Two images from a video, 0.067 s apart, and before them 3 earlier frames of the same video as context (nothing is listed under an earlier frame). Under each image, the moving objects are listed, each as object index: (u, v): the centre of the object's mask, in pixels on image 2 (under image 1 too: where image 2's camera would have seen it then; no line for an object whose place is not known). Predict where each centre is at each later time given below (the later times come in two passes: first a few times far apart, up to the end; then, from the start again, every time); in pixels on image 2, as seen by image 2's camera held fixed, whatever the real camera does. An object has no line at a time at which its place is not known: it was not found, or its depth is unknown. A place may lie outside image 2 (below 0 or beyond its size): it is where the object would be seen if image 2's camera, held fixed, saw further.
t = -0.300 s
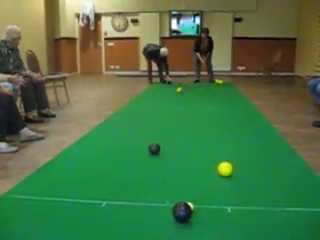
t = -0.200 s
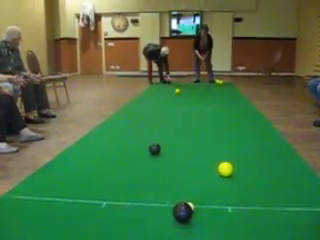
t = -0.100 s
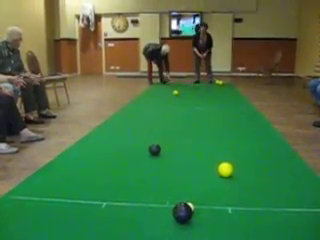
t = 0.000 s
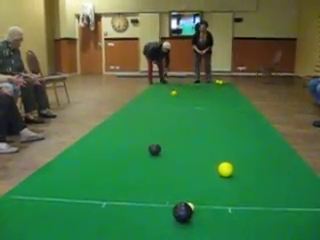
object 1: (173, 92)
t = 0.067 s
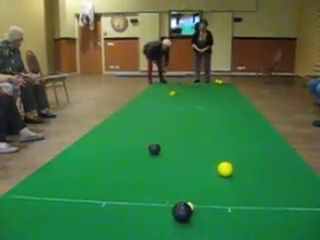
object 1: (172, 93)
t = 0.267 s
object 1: (169, 95)
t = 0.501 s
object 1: (165, 99)
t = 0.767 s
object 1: (161, 102)
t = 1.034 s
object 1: (157, 106)
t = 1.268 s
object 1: (154, 109)
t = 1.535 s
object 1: (151, 114)
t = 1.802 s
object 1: (148, 119)
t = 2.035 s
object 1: (146, 124)
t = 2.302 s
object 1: (144, 129)
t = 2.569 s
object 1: (143, 135)
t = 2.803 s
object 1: (143, 141)
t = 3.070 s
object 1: (141, 148)
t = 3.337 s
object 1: (135, 155)
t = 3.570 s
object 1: (130, 160)
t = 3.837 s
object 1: (125, 166)
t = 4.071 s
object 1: (121, 172)
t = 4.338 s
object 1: (119, 178)
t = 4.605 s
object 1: (118, 182)
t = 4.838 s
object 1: (119, 186)
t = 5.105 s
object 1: (122, 189)
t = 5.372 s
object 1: (124, 190)
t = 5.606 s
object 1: (126, 191)
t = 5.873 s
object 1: (126, 191)
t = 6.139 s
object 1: (126, 191)
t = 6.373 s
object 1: (126, 191)
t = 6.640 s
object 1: (126, 191)
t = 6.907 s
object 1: (126, 191)
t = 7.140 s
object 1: (126, 191)
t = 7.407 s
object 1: (126, 191)
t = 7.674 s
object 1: (126, 191)
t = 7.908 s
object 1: (126, 191)
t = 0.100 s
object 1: (172, 93)
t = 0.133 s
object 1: (171, 94)
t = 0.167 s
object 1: (171, 94)
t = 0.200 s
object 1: (170, 95)
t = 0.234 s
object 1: (169, 96)
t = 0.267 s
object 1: (169, 95)
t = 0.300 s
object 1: (168, 96)
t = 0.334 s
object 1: (168, 97)
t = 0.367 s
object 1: (167, 97)
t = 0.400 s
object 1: (166, 97)
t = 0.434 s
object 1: (166, 98)
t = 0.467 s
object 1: (166, 98)
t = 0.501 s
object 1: (165, 99)
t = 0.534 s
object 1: (165, 99)
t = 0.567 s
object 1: (164, 99)
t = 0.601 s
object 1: (163, 100)
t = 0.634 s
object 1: (163, 101)
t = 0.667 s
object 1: (163, 101)
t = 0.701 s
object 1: (163, 101)
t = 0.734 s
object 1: (162, 102)
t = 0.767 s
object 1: (161, 102)
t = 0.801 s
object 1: (161, 103)
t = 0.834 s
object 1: (160, 103)
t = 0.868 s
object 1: (160, 103)
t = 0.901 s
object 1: (159, 104)
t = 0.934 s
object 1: (159, 104)
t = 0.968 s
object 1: (158, 104)
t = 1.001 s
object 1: (158, 105)
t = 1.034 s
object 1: (157, 106)
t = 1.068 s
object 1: (157, 106)
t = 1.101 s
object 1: (156, 106)
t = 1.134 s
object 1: (156, 107)
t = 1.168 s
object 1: (156, 108)
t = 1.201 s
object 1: (155, 108)
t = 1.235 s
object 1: (154, 109)
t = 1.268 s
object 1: (154, 109)
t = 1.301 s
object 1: (153, 110)
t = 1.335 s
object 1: (153, 110)
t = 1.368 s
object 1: (153, 111)
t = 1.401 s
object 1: (152, 111)
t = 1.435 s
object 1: (152, 112)
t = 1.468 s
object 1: (152, 113)
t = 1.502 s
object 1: (151, 113)
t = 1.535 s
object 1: (151, 114)
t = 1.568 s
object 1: (151, 114)
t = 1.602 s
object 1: (150, 115)
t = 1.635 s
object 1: (150, 115)
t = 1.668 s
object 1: (150, 116)
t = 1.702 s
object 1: (149, 117)
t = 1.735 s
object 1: (149, 117)
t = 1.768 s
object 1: (149, 118)
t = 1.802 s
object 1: (148, 119)
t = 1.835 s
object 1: (148, 120)
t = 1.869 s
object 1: (147, 120)
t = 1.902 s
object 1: (147, 121)
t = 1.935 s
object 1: (147, 121)
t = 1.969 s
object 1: (147, 122)
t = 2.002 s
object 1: (146, 123)
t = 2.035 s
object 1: (146, 124)
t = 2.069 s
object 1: (145, 124)
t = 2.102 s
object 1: (145, 125)
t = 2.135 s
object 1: (145, 125)
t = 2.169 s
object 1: (145, 126)
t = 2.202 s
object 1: (145, 127)
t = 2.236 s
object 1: (144, 128)
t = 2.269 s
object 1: (144, 128)
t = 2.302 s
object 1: (144, 129)
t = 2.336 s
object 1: (144, 130)
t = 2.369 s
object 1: (144, 130)
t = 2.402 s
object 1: (143, 131)
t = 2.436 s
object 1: (143, 132)
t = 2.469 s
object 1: (143, 133)
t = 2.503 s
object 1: (143, 133)
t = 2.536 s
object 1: (143, 135)
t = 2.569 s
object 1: (143, 135)
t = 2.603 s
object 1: (143, 136)
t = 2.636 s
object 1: (143, 137)
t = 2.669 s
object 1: (142, 138)
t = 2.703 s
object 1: (143, 138)
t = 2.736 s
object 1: (143, 140)
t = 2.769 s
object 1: (142, 140)
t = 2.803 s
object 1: (143, 141)
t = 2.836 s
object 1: (143, 142)
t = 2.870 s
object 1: (143, 143)
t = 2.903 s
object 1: (142, 144)
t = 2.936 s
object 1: (142, 144)
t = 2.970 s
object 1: (143, 146)
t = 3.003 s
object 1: (143, 146)
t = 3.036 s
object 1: (142, 147)
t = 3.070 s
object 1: (141, 148)
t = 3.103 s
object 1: (140, 149)
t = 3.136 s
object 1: (139, 149)
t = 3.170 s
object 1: (139, 150)
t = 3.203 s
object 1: (138, 151)
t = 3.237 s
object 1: (137, 152)
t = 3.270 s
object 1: (136, 153)
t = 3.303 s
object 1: (135, 154)
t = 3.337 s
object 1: (135, 155)
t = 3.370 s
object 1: (134, 155)
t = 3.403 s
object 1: (133, 156)
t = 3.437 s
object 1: (132, 157)
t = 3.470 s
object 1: (132, 158)
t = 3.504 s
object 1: (131, 159)
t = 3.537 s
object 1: (130, 159)
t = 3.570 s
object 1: (130, 160)
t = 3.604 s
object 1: (129, 161)
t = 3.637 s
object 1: (128, 162)
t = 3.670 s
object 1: (128, 162)
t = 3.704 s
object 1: (127, 163)
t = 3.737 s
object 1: (126, 164)
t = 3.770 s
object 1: (126, 165)
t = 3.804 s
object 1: (125, 166)
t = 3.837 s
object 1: (125, 166)
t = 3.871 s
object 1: (124, 167)
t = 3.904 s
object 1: (124, 168)
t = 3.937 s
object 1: (123, 169)
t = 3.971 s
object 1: (123, 170)
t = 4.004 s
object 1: (122, 170)
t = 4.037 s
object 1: (122, 171)
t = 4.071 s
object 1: (121, 172)
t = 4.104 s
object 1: (121, 173)
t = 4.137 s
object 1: (120, 173)
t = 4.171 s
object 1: (120, 174)
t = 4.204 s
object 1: (120, 175)
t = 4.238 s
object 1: (120, 175)
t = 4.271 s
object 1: (119, 176)
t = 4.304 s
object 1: (119, 177)
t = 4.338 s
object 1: (119, 178)
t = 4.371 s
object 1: (119, 178)
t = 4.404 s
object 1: (118, 179)
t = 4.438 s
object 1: (118, 179)
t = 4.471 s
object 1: (118, 180)
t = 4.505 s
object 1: (118, 181)
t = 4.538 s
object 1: (118, 181)
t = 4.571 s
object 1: (118, 182)
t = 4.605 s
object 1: (118, 182)
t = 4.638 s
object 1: (118, 183)
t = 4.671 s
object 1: (118, 184)
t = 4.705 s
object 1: (118, 184)
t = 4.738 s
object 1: (118, 185)
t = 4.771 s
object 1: (119, 185)
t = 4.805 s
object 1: (119, 186)
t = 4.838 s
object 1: (119, 186)
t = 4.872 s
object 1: (119, 186)
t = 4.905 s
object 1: (119, 187)
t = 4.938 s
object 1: (119, 187)
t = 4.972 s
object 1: (120, 188)
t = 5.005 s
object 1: (120, 188)
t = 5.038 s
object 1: (120, 188)
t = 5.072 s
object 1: (121, 189)
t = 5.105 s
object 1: (122, 189)
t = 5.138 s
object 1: (122, 189)
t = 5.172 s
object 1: (122, 189)
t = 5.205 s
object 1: (122, 189)
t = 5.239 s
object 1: (123, 190)
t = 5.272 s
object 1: (123, 190)
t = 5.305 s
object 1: (124, 190)
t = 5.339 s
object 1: (124, 190)
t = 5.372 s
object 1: (124, 190)
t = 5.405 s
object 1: (125, 191)
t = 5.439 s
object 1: (125, 191)
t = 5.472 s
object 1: (125, 191)
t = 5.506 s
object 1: (125, 191)
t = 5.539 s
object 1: (125, 191)
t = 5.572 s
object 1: (125, 191)
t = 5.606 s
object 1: (126, 191)
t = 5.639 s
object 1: (126, 191)
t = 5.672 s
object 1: (126, 191)
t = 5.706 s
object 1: (126, 191)
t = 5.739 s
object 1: (126, 191)
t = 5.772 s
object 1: (126, 191)
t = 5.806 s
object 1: (126, 191)
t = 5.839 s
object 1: (126, 191)
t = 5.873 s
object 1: (126, 191)
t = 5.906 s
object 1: (126, 191)
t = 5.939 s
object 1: (126, 191)
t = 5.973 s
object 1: (126, 191)
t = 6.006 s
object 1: (126, 191)
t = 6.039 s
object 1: (126, 191)
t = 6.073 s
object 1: (126, 191)
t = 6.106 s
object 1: (126, 191)
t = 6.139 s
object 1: (126, 191)
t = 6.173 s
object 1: (126, 191)
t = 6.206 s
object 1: (126, 191)
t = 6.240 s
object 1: (126, 191)
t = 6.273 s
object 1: (126, 191)
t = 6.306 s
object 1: (126, 191)
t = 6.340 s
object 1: (126, 191)
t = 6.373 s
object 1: (126, 191)
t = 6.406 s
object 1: (126, 191)
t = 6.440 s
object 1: (126, 191)
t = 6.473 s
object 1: (126, 191)
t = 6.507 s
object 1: (126, 191)
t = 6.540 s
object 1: (126, 191)
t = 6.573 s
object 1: (126, 191)
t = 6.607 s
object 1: (126, 191)
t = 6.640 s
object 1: (126, 191)
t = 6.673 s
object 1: (126, 191)
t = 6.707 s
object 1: (126, 191)
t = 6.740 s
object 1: (126, 191)
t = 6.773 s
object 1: (126, 191)
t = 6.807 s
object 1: (126, 191)
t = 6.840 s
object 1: (126, 191)
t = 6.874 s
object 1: (126, 191)
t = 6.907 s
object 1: (126, 191)
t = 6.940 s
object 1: (126, 191)
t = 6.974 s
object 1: (126, 191)
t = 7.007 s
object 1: (126, 191)
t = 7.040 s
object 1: (126, 191)
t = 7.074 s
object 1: (126, 191)
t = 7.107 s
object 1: (126, 191)
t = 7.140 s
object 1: (126, 191)
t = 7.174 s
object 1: (126, 191)
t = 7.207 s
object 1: (126, 191)
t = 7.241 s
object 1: (126, 191)
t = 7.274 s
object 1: (126, 191)
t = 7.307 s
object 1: (126, 191)
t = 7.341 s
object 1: (126, 191)
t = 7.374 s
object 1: (126, 191)
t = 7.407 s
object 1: (126, 191)
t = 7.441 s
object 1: (126, 191)
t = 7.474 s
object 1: (126, 191)
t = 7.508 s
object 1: (126, 191)
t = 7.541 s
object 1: (126, 191)
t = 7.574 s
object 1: (126, 191)
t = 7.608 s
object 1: (126, 191)
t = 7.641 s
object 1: (126, 191)
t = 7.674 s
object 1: (126, 191)
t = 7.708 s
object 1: (126, 191)
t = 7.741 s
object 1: (126, 191)
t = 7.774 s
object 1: (127, 191)
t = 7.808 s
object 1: (126, 191)
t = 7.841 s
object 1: (126, 191)
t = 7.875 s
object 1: (126, 191)
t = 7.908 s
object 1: (126, 191)
